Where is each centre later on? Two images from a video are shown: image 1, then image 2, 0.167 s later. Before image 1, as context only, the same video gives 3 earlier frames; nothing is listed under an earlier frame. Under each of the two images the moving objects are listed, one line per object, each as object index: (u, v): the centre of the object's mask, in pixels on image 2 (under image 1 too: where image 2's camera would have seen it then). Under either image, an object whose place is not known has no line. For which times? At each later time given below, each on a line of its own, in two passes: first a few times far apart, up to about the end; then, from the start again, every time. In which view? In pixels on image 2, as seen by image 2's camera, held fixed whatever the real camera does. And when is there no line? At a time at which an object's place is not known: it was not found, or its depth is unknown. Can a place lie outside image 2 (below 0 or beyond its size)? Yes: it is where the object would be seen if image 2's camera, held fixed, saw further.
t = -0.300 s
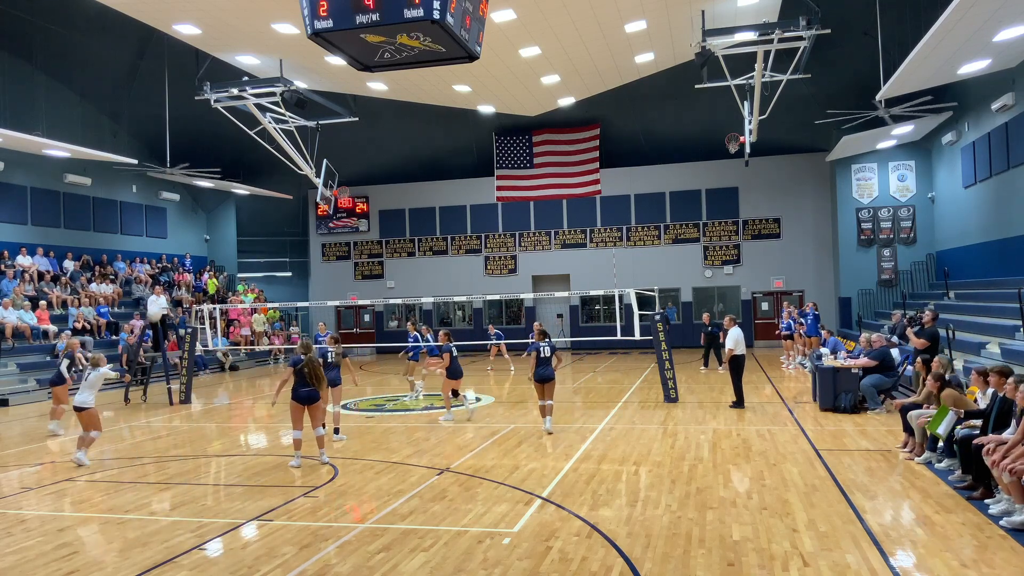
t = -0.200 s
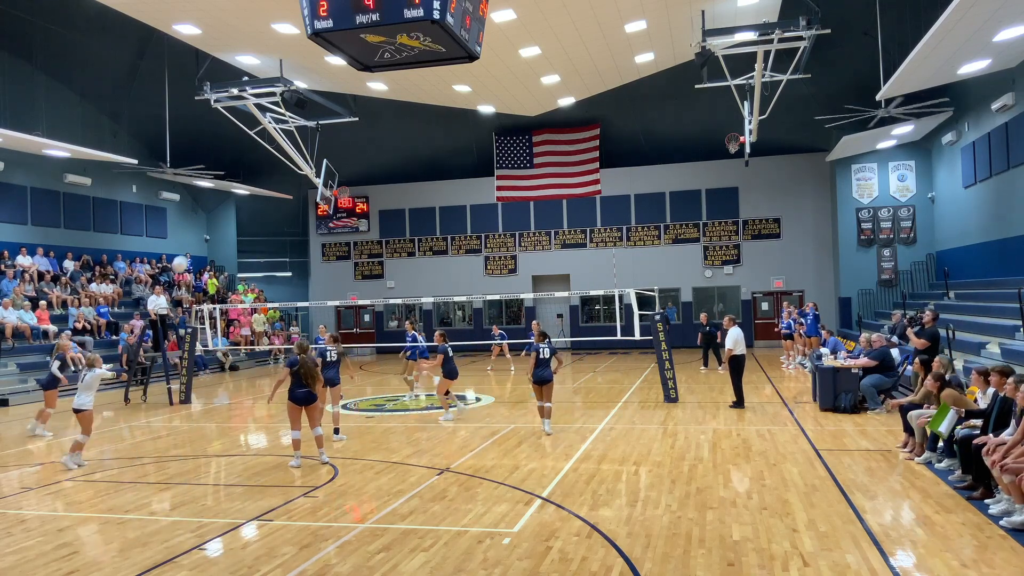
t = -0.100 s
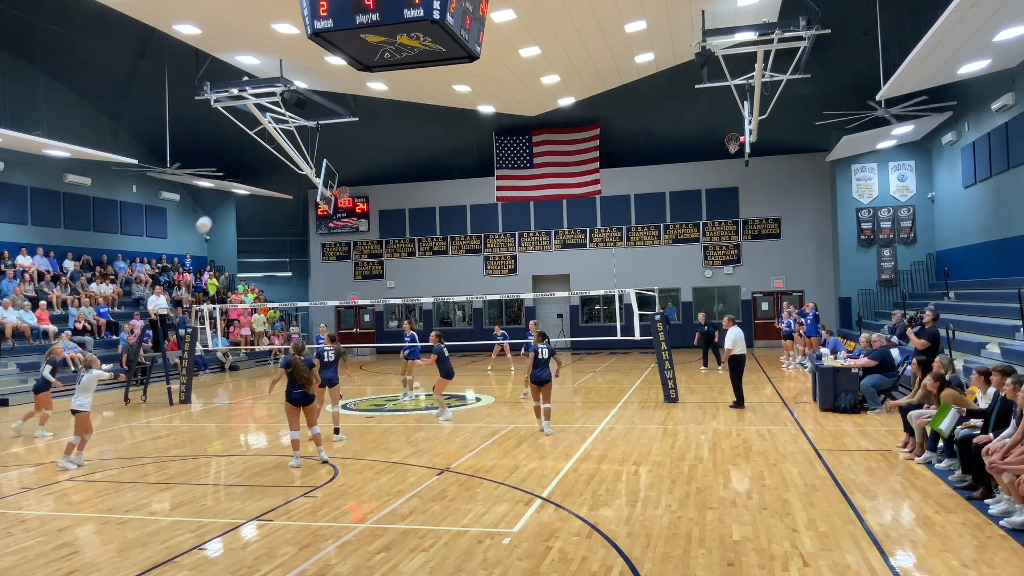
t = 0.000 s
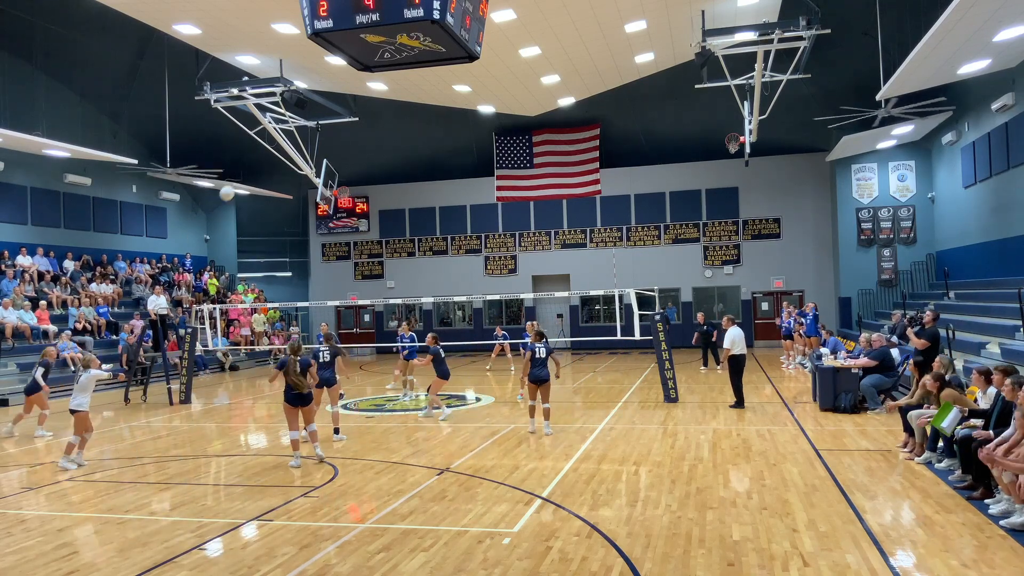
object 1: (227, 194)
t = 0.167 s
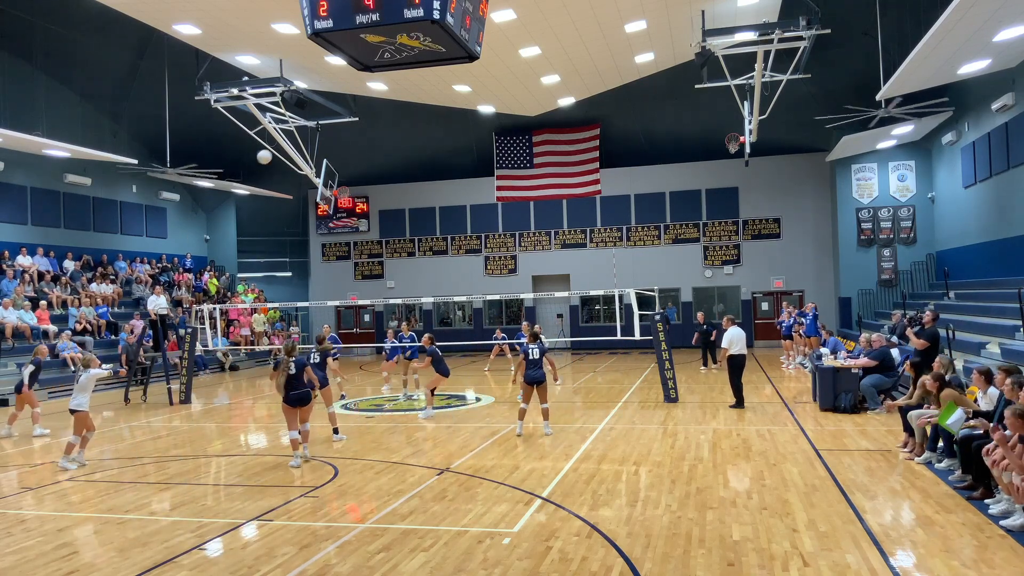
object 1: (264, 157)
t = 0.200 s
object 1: (271, 152)
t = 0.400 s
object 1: (313, 137)
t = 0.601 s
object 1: (352, 145)
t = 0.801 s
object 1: (388, 173)
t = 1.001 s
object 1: (422, 220)
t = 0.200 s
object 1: (271, 152)
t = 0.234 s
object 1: (279, 147)
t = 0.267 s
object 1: (286, 144)
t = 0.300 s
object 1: (292, 141)
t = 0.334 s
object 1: (299, 139)
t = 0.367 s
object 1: (306, 137)
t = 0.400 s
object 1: (313, 137)
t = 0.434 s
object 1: (319, 136)
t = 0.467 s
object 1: (326, 137)
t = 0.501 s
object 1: (333, 138)
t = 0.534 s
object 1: (339, 140)
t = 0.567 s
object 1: (345, 142)
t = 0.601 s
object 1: (352, 145)
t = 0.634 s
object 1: (358, 148)
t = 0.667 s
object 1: (364, 152)
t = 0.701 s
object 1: (370, 157)
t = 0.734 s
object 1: (376, 162)
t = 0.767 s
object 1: (382, 167)
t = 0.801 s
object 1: (388, 173)
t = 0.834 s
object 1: (394, 180)
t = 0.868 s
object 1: (400, 187)
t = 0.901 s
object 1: (405, 195)
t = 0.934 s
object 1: (411, 203)
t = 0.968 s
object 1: (416, 211)
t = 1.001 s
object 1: (422, 220)
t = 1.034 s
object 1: (427, 229)
